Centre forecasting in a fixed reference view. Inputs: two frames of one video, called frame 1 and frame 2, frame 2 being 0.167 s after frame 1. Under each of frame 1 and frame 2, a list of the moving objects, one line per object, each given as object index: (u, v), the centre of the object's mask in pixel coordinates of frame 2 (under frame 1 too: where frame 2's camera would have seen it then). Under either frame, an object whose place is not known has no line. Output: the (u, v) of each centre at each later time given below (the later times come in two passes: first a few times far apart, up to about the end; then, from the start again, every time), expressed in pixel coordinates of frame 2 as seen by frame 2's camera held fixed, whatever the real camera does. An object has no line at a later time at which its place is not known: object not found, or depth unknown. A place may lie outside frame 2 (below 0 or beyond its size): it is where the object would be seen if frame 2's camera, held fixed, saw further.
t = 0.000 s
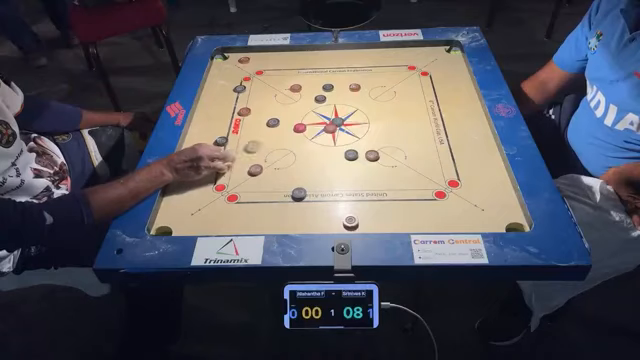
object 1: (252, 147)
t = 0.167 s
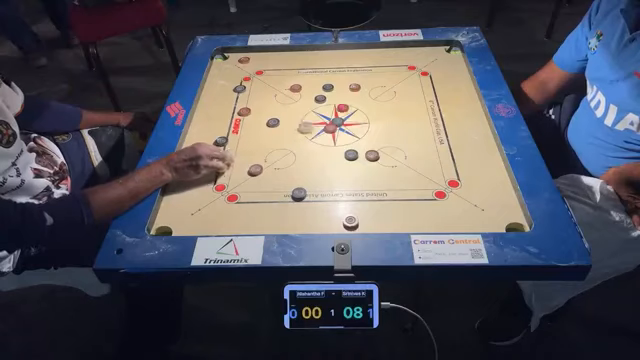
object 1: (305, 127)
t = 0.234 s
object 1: (316, 124)
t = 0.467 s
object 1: (327, 115)
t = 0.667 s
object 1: (327, 115)
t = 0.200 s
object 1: (311, 125)
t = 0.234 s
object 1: (316, 124)
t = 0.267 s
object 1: (319, 122)
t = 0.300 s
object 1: (321, 121)
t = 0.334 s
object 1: (325, 119)
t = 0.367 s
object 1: (326, 117)
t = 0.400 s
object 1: (326, 116)
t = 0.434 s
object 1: (327, 116)
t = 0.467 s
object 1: (327, 115)
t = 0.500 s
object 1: (327, 115)
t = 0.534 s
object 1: (327, 115)
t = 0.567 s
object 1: (327, 115)
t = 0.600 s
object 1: (327, 115)
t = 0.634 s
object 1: (327, 115)
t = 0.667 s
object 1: (327, 115)
